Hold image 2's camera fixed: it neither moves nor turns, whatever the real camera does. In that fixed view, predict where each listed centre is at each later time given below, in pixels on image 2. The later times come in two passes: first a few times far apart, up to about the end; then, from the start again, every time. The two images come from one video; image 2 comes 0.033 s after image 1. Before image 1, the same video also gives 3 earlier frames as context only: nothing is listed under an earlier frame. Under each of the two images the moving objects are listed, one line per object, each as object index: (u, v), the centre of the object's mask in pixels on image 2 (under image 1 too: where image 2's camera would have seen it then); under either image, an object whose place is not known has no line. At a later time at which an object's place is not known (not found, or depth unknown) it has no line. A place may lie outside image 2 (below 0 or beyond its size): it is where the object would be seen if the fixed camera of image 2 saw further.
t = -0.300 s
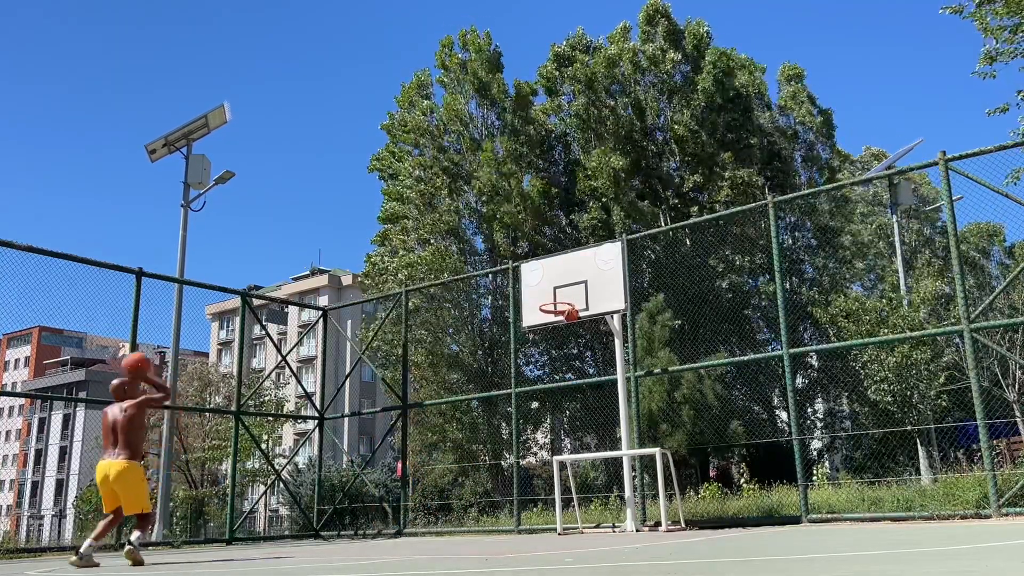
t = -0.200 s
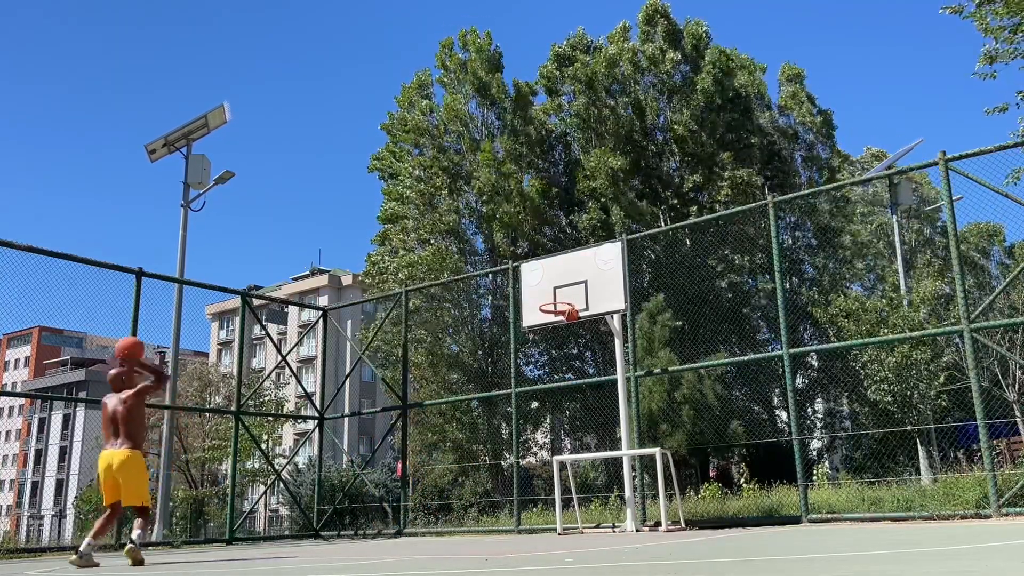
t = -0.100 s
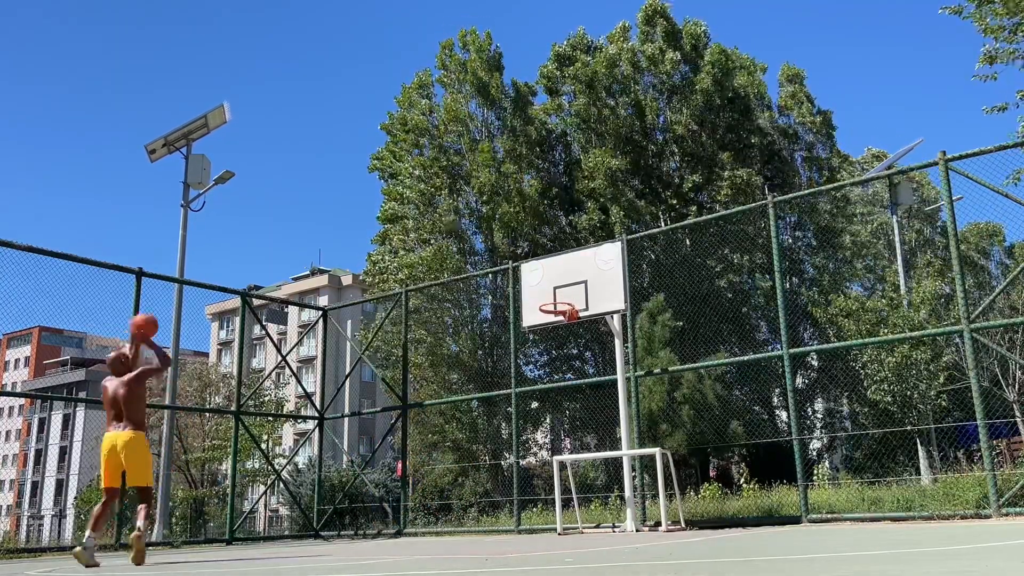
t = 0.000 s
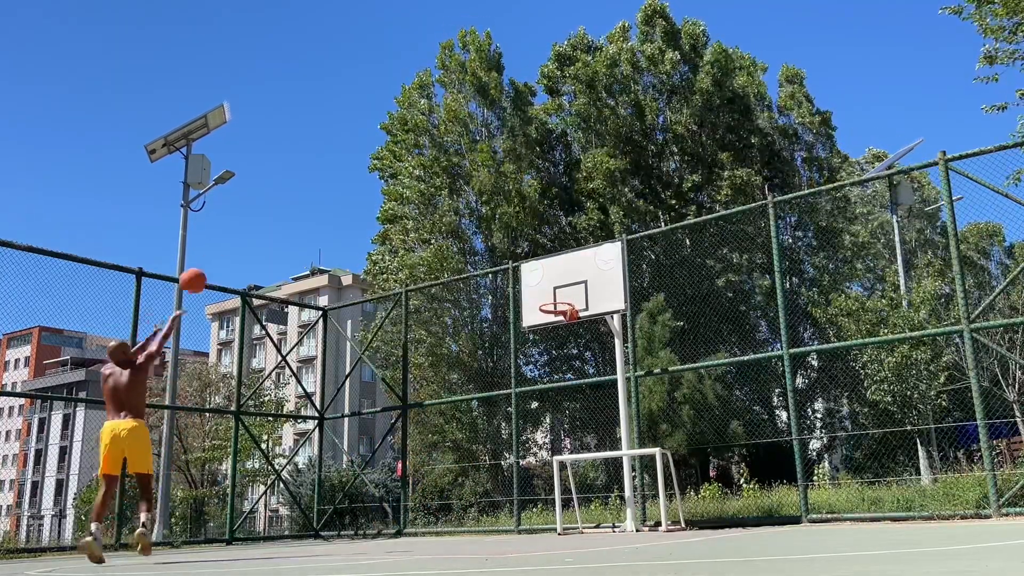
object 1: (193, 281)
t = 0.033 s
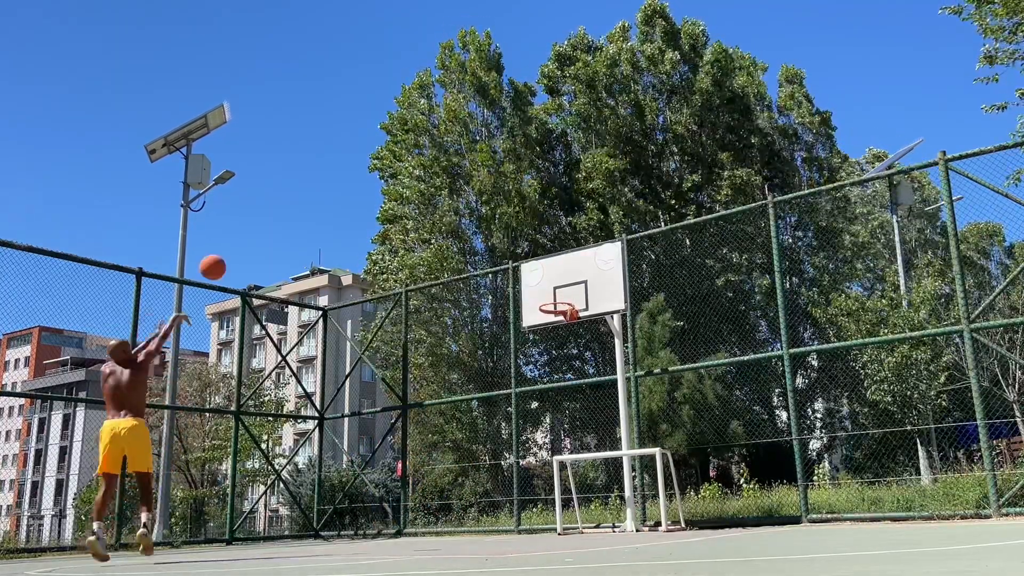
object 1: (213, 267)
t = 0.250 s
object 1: (322, 213)
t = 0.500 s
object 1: (420, 209)
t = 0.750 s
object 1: (501, 250)
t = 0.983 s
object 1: (557, 298)
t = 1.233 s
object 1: (564, 273)
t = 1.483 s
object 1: (556, 271)
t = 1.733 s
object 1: (554, 292)
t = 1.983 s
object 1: (563, 299)
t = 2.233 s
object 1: (553, 313)
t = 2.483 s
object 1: (542, 370)
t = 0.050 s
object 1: (222, 261)
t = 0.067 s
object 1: (232, 255)
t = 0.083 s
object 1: (241, 250)
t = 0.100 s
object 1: (250, 245)
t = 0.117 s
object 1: (258, 240)
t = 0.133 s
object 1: (267, 236)
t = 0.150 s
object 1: (275, 232)
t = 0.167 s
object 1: (283, 228)
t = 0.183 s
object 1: (291, 224)
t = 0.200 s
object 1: (299, 221)
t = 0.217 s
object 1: (307, 218)
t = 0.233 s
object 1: (315, 216)
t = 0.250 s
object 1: (322, 213)
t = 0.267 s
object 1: (329, 211)
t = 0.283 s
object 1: (337, 210)
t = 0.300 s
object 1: (344, 208)
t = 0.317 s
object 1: (351, 207)
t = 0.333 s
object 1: (357, 206)
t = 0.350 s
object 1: (364, 205)
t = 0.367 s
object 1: (371, 205)
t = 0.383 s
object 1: (377, 204)
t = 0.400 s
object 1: (384, 204)
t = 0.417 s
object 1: (390, 205)
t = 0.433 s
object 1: (397, 205)
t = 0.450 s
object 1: (401, 205)
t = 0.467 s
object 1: (409, 206)
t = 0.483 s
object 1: (415, 207)
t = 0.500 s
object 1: (420, 209)
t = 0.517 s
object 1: (428, 211)
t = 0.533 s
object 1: (432, 212)
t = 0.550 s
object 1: (439, 213)
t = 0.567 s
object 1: (443, 214)
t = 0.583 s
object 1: (450, 219)
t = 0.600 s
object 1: (453, 221)
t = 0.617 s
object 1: (460, 222)
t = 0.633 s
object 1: (464, 226)
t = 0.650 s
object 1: (469, 229)
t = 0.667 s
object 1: (474, 231)
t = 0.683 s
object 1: (480, 234)
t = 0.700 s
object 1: (486, 238)
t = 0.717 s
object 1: (491, 242)
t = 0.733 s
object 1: (495, 245)
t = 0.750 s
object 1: (501, 250)
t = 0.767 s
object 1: (504, 253)
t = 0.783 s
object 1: (510, 258)
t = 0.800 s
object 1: (514, 262)
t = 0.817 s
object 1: (519, 267)
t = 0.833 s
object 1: (523, 271)
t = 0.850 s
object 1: (527, 275)
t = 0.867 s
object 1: (532, 281)
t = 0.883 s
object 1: (537, 286)
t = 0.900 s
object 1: (541, 291)
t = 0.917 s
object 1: (545, 297)
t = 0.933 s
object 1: (548, 296)
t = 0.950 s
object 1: (551, 297)
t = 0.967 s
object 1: (554, 298)
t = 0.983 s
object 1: (557, 298)
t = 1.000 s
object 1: (560, 299)
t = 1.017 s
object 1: (562, 300)
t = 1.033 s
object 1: (565, 298)
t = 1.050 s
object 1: (566, 297)
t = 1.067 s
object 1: (567, 296)
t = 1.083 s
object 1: (568, 293)
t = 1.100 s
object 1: (568, 290)
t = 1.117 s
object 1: (569, 287)
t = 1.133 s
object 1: (568, 284)
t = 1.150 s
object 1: (567, 282)
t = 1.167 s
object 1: (567, 280)
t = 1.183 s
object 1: (566, 278)
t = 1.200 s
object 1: (565, 276)
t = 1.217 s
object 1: (565, 274)
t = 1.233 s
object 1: (564, 273)
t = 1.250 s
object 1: (564, 271)
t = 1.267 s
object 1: (563, 270)
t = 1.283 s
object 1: (562, 269)
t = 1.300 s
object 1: (562, 268)
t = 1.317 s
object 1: (561, 268)
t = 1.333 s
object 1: (560, 267)
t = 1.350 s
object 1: (560, 267)
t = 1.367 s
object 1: (559, 267)
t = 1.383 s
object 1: (559, 267)
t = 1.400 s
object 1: (558, 267)
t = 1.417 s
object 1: (558, 268)
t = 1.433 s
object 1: (557, 268)
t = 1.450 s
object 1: (556, 269)
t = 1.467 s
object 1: (556, 270)
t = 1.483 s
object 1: (556, 271)
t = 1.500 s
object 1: (555, 273)
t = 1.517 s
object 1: (554, 275)
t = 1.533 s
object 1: (554, 276)
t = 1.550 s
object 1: (553, 279)
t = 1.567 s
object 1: (553, 281)
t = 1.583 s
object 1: (552, 283)
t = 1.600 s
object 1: (552, 286)
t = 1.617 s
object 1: (551, 289)
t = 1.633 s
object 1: (551, 292)
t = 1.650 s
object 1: (550, 295)
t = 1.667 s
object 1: (551, 296)
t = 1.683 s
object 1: (551, 294)
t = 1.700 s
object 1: (552, 293)
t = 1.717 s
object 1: (553, 292)
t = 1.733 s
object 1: (554, 292)
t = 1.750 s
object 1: (555, 291)
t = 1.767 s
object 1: (555, 291)
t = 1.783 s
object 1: (556, 291)
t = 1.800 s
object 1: (557, 291)
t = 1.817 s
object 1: (558, 291)
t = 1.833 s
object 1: (558, 291)
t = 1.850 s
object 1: (559, 291)
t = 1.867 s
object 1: (560, 292)
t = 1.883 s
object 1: (561, 293)
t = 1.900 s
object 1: (561, 294)
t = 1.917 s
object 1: (562, 295)
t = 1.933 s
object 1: (563, 296)
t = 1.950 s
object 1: (563, 297)
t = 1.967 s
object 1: (564, 299)
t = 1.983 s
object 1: (563, 299)
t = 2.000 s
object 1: (563, 299)
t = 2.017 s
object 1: (562, 299)
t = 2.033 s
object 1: (562, 299)
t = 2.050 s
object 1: (561, 300)
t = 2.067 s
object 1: (561, 299)
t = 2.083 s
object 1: (560, 300)
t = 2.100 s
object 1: (559, 302)
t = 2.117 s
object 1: (558, 303)
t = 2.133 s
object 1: (558, 303)
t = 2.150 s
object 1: (557, 304)
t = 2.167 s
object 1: (556, 305)
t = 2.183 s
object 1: (555, 307)
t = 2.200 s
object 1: (554, 309)
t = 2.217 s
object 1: (553, 311)
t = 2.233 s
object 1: (553, 313)
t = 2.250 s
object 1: (552, 315)
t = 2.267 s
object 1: (552, 320)
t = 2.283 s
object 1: (550, 321)
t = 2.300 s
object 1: (550, 324)
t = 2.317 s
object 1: (549, 328)
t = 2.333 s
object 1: (549, 331)
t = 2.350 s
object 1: (548, 333)
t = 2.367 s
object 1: (547, 337)
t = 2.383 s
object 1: (546, 342)
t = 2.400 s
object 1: (546, 345)
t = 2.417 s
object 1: (545, 350)
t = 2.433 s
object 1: (545, 354)
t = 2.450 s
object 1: (545, 360)
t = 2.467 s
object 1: (544, 364)
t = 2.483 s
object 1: (542, 370)
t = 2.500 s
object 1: (542, 375)
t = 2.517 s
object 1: (542, 381)
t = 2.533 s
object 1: (541, 388)
